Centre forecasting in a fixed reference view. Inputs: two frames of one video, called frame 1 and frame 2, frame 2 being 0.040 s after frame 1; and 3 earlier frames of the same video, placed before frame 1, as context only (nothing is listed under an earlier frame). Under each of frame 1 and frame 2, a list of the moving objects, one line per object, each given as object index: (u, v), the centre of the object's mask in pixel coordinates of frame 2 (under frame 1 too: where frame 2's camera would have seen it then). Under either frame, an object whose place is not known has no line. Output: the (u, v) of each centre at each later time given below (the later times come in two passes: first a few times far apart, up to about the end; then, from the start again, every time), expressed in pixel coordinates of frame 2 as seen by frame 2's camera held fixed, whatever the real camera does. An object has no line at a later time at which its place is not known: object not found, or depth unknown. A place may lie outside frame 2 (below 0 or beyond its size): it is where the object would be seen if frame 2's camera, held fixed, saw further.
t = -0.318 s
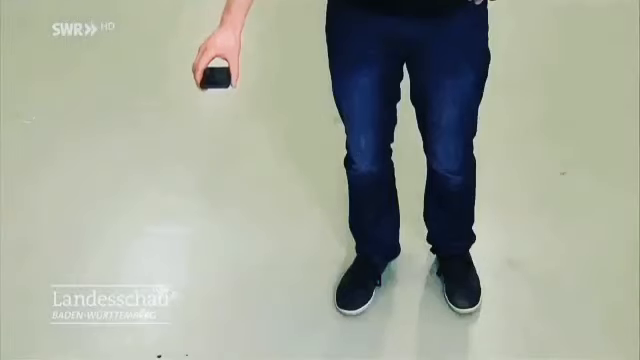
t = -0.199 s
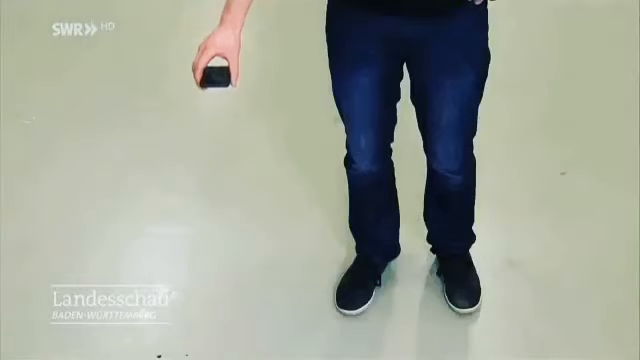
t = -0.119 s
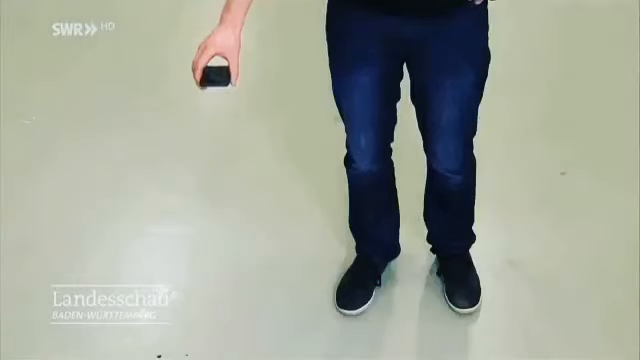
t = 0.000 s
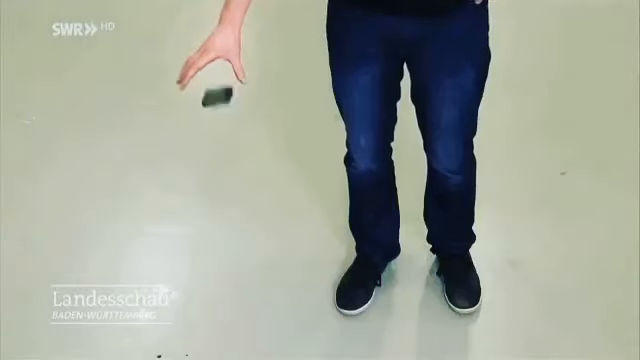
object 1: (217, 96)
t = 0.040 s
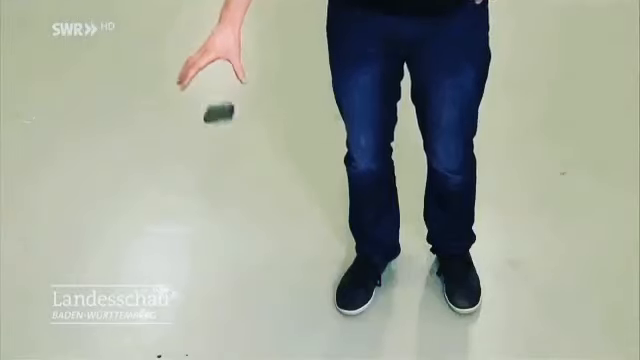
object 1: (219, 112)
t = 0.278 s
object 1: (240, 291)
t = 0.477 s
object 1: (244, 295)
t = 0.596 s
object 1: (248, 304)
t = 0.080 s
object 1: (222, 135)
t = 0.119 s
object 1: (224, 159)
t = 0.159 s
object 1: (228, 188)
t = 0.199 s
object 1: (232, 221)
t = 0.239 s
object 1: (236, 255)
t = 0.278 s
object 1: (240, 291)
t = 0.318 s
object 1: (245, 327)
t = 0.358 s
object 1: (244, 321)
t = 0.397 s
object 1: (243, 308)
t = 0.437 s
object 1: (244, 300)
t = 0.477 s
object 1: (244, 295)
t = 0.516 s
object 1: (243, 293)
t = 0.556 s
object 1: (247, 298)
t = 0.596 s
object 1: (248, 304)
